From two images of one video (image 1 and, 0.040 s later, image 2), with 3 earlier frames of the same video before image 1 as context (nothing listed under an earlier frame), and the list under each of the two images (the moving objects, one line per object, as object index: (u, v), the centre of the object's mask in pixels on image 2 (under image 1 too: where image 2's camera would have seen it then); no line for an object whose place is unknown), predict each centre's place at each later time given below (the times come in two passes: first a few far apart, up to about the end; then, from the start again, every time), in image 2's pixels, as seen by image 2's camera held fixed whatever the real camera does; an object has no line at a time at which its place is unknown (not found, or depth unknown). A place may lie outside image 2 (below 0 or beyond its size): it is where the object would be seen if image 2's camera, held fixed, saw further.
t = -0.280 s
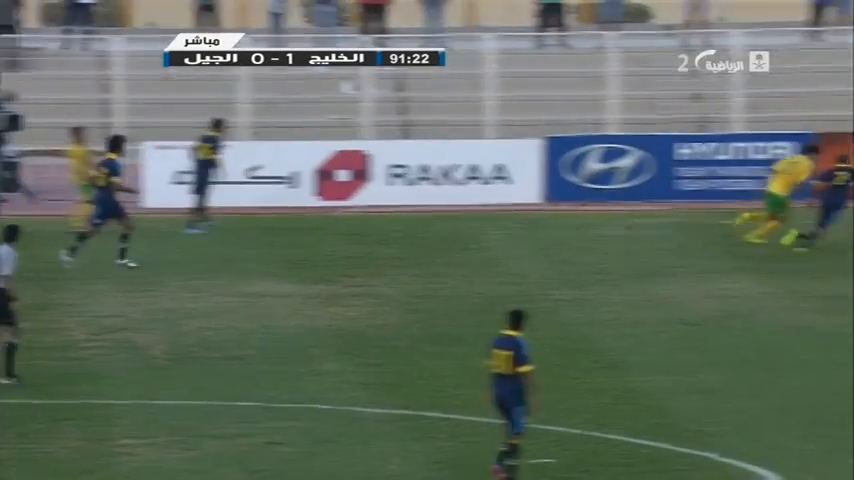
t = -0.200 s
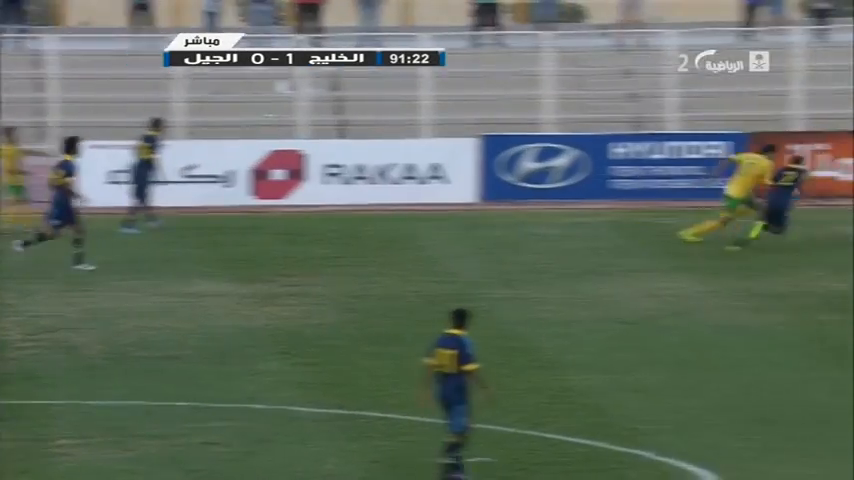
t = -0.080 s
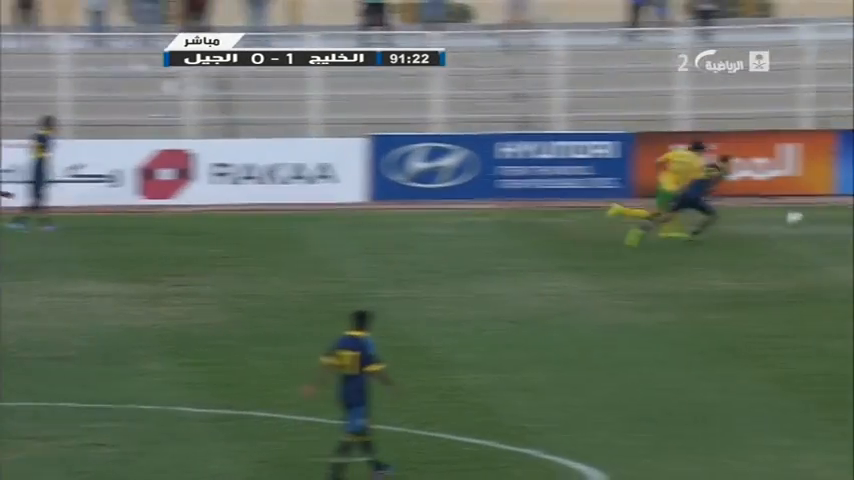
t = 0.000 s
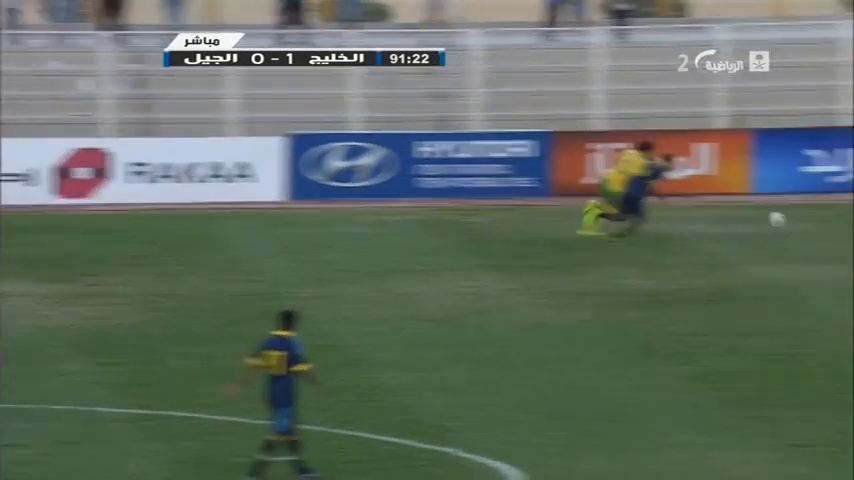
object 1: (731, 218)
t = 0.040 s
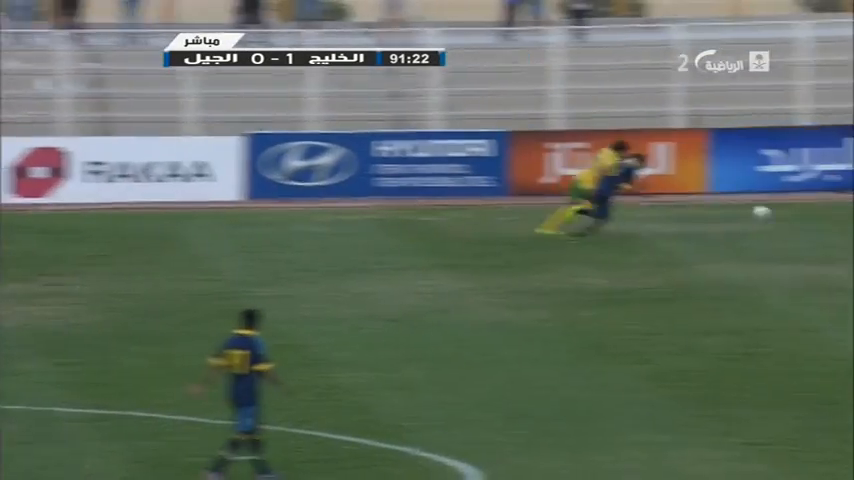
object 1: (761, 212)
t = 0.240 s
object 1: (908, 200)
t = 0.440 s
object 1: (1058, 217)
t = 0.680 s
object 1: (1211, 213)
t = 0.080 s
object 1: (791, 207)
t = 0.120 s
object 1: (821, 203)
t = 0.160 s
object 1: (850, 201)
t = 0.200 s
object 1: (879, 199)
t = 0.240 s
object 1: (908, 200)
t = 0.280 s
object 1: (938, 200)
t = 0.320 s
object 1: (967, 202)
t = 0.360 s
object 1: (998, 206)
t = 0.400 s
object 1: (1028, 211)
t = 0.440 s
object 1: (1058, 217)
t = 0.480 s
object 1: (1090, 225)
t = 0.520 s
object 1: (1120, 233)
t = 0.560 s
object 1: (1142, 227)
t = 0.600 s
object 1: (1165, 221)
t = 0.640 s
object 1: (1188, 217)
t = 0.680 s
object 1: (1211, 213)
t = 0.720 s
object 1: (1234, 212)
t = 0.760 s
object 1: (1258, 212)
